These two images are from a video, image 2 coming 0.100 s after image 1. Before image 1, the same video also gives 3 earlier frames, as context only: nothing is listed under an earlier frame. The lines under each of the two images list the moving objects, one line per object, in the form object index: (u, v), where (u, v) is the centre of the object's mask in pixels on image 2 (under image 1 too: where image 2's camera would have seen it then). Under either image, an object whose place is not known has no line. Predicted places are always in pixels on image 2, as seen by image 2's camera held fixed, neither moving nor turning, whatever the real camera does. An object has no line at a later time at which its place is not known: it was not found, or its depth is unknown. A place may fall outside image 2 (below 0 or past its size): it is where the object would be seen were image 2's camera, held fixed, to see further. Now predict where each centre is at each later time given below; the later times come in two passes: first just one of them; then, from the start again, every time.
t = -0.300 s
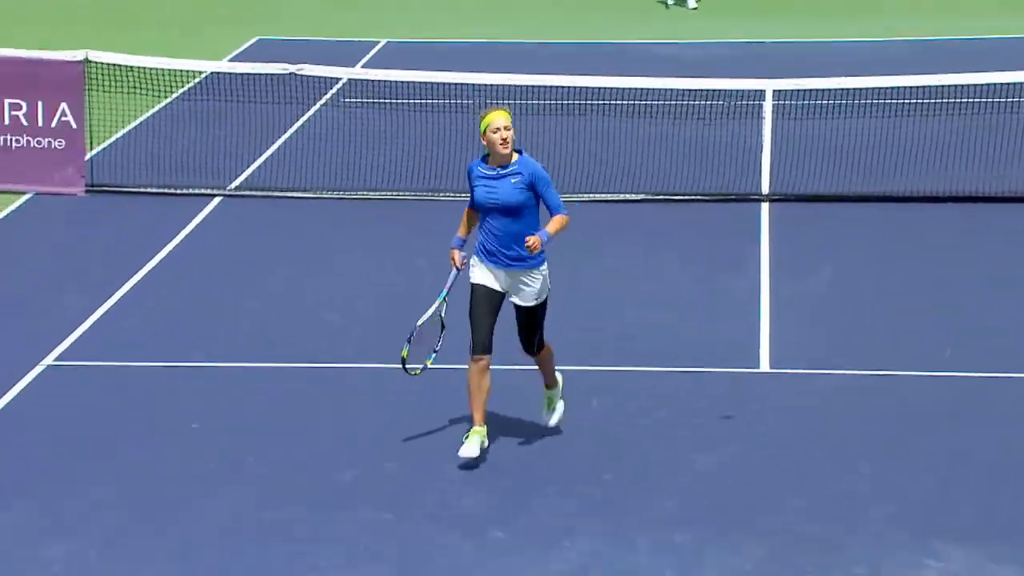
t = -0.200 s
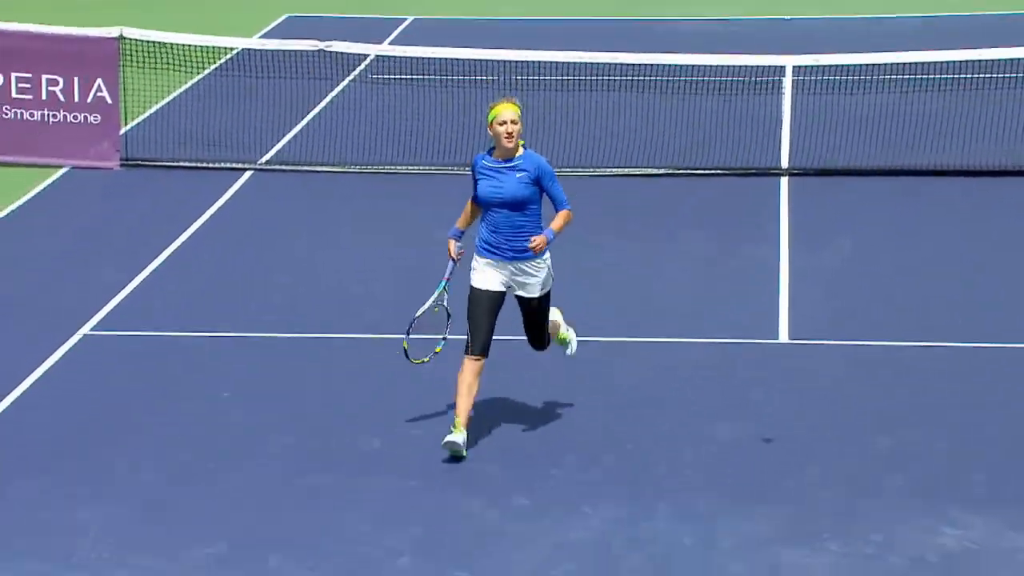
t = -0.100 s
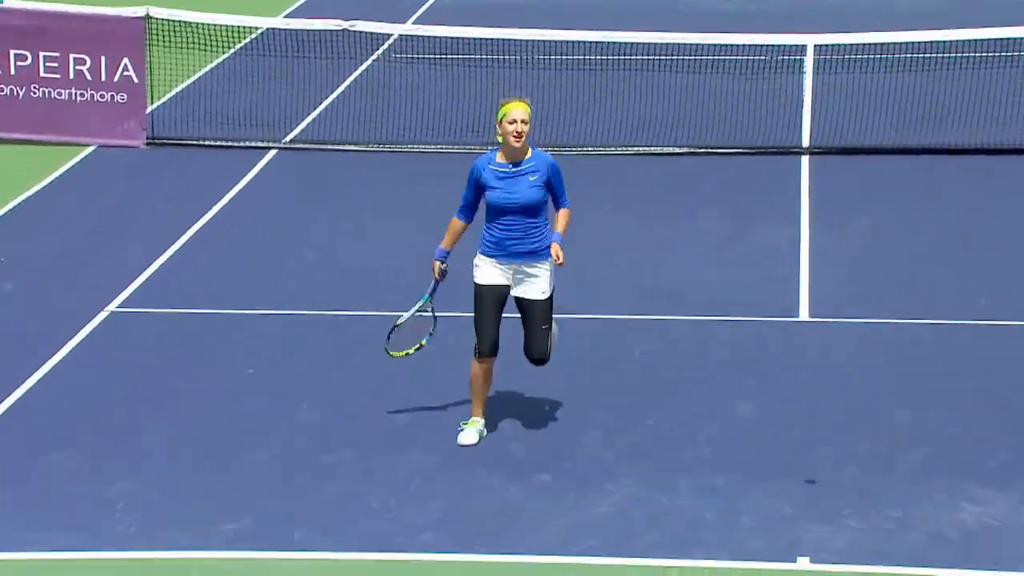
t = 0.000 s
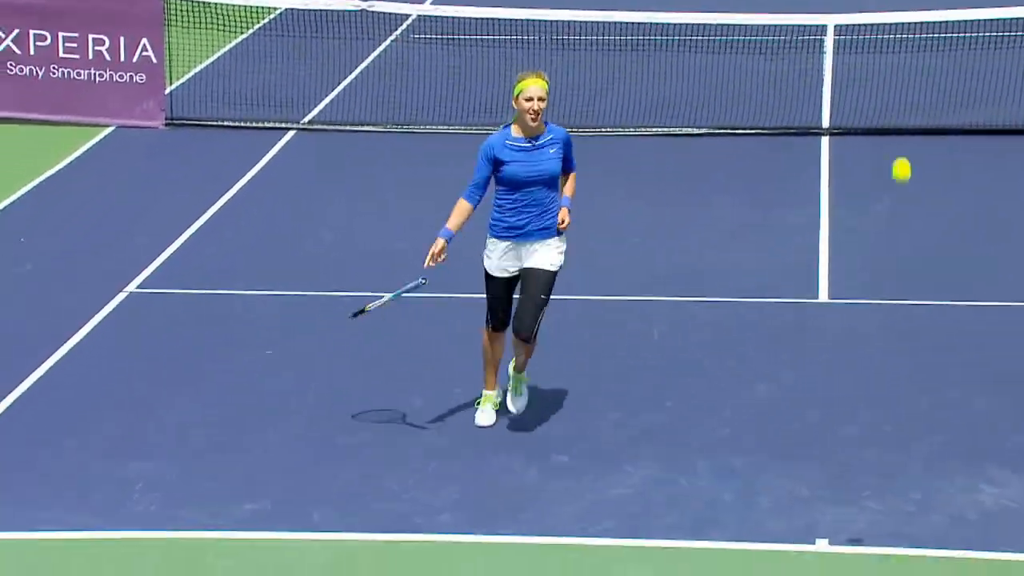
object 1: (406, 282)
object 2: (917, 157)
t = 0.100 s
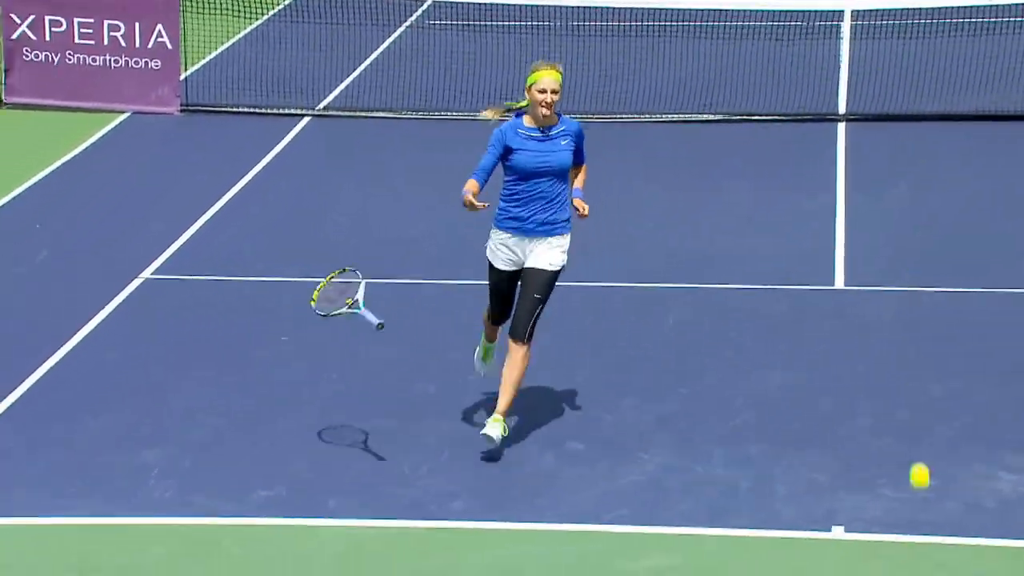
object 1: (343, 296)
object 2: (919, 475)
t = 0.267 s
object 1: (244, 383)
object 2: (931, 475)
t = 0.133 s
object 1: (324, 304)
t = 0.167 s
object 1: (305, 317)
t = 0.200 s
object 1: (285, 334)
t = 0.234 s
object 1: (265, 355)
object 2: (928, 539)
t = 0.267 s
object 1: (244, 383)
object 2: (931, 475)
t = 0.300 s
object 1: (222, 421)
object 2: (934, 413)
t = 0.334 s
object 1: (198, 442)
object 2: (938, 352)
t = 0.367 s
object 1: (175, 467)
